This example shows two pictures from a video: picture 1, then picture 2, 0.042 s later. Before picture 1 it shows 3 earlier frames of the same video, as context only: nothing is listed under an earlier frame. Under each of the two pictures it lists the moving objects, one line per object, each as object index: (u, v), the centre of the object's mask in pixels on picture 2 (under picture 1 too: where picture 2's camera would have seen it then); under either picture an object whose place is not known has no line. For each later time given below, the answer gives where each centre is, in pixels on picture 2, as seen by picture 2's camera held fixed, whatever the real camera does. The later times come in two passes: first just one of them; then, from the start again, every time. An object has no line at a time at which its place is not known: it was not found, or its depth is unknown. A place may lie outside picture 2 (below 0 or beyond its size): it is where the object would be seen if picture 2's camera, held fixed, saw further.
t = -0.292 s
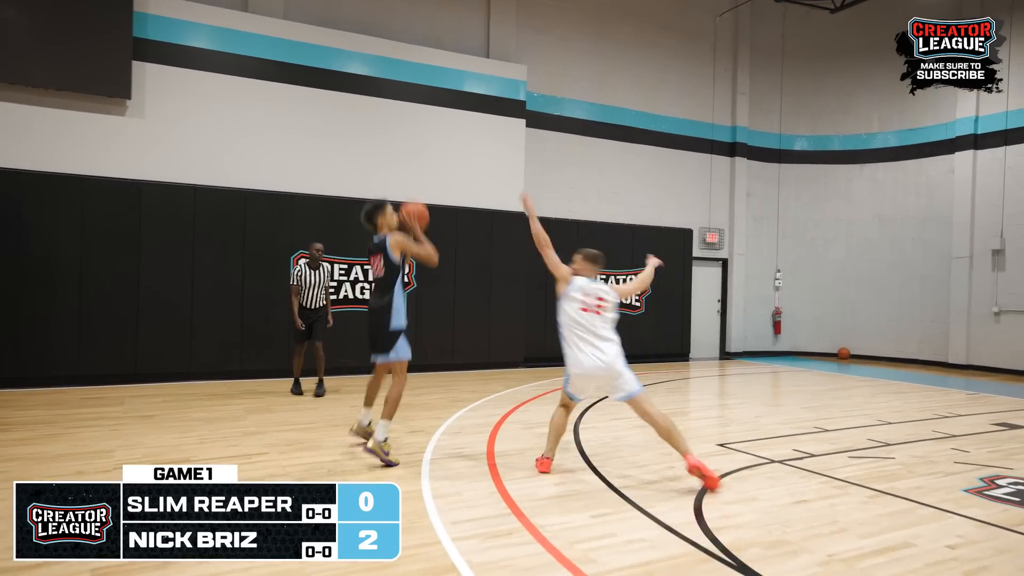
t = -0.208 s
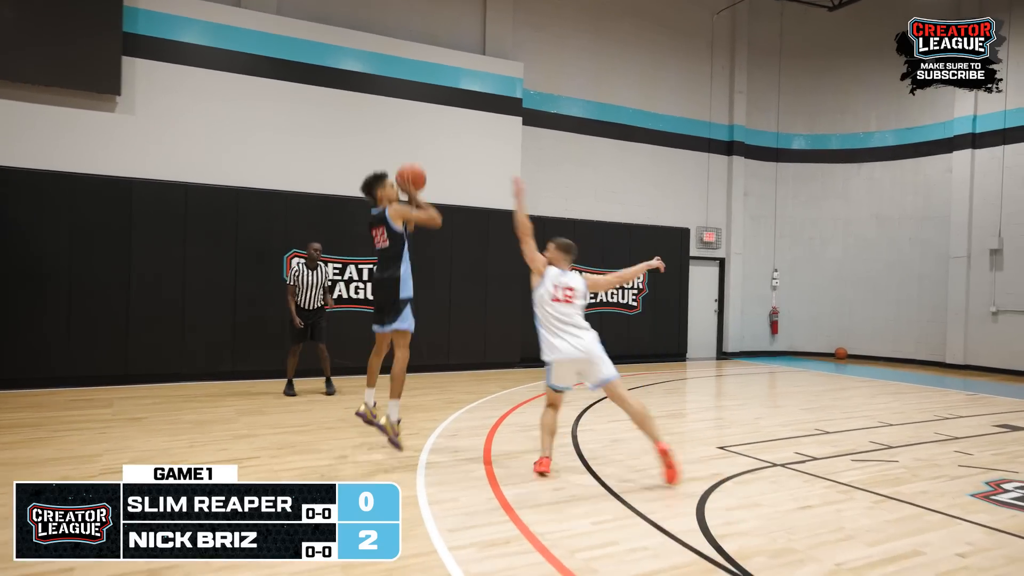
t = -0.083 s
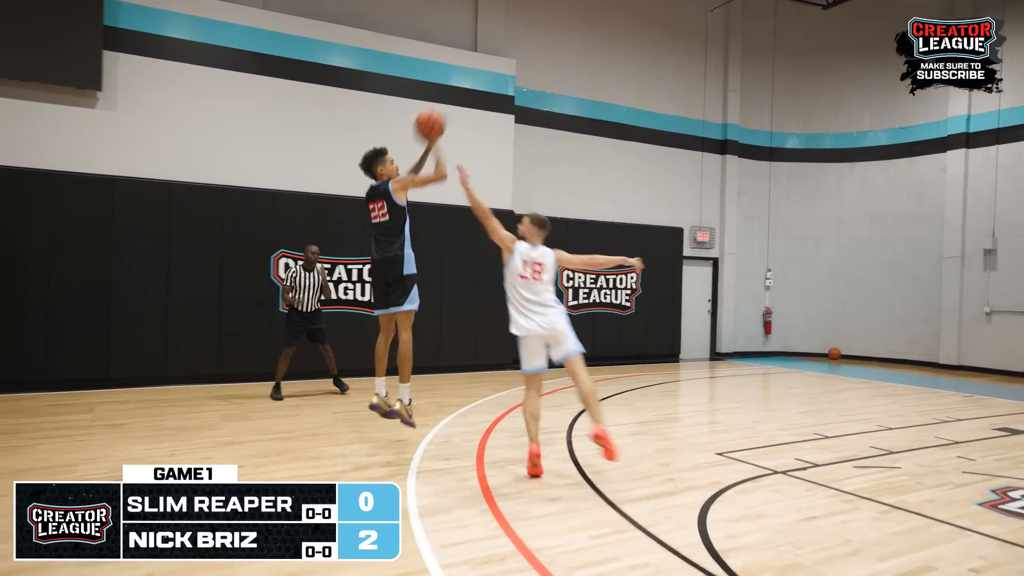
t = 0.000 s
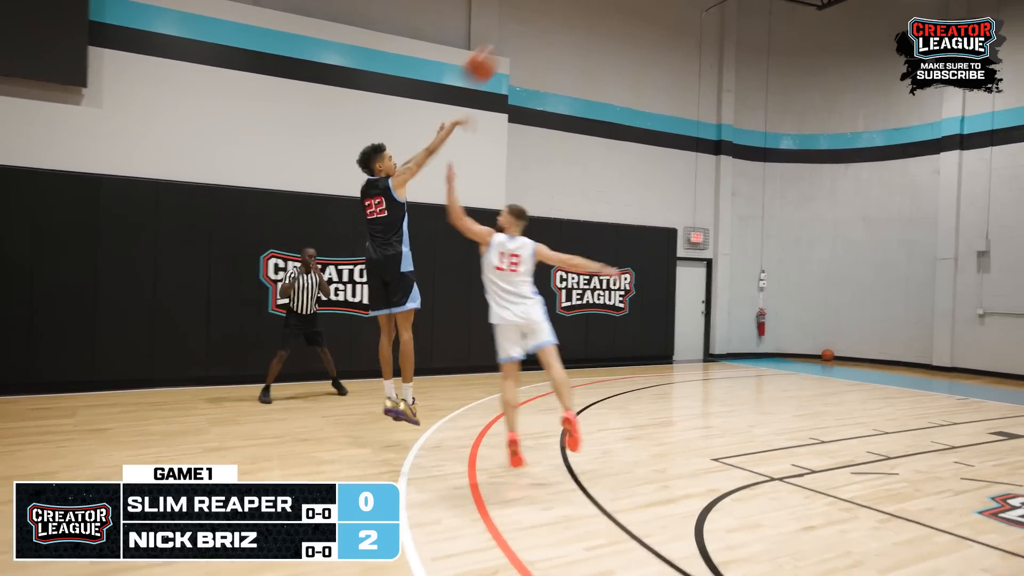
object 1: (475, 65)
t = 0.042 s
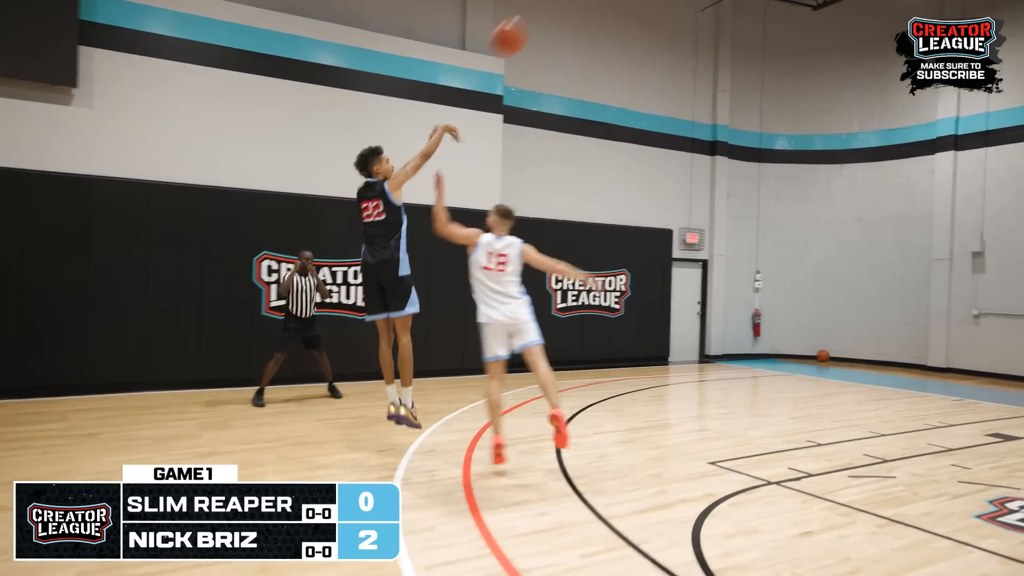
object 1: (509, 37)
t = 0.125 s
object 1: (573, 3)
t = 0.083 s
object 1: (542, 14)
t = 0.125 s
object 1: (573, 3)
